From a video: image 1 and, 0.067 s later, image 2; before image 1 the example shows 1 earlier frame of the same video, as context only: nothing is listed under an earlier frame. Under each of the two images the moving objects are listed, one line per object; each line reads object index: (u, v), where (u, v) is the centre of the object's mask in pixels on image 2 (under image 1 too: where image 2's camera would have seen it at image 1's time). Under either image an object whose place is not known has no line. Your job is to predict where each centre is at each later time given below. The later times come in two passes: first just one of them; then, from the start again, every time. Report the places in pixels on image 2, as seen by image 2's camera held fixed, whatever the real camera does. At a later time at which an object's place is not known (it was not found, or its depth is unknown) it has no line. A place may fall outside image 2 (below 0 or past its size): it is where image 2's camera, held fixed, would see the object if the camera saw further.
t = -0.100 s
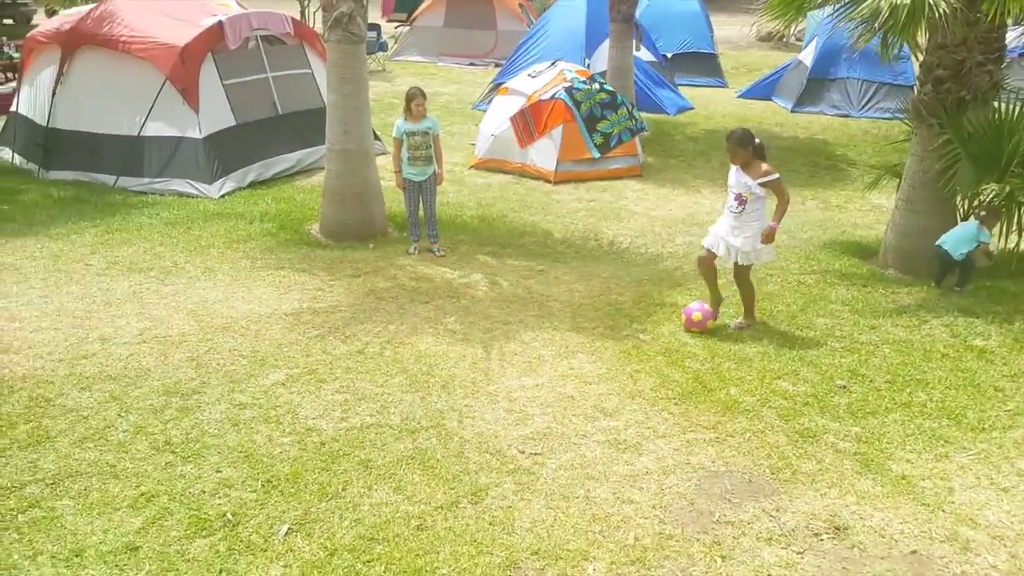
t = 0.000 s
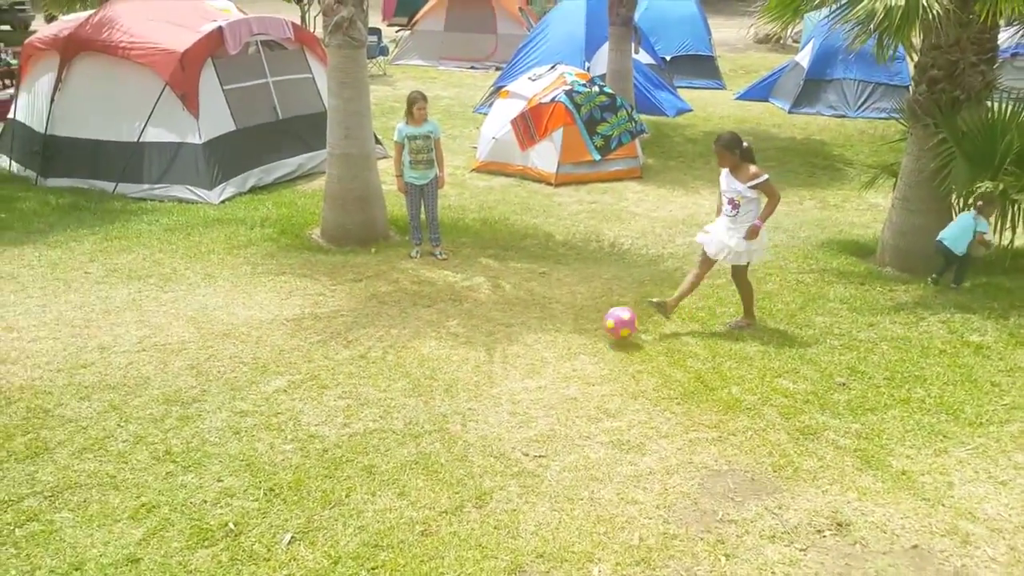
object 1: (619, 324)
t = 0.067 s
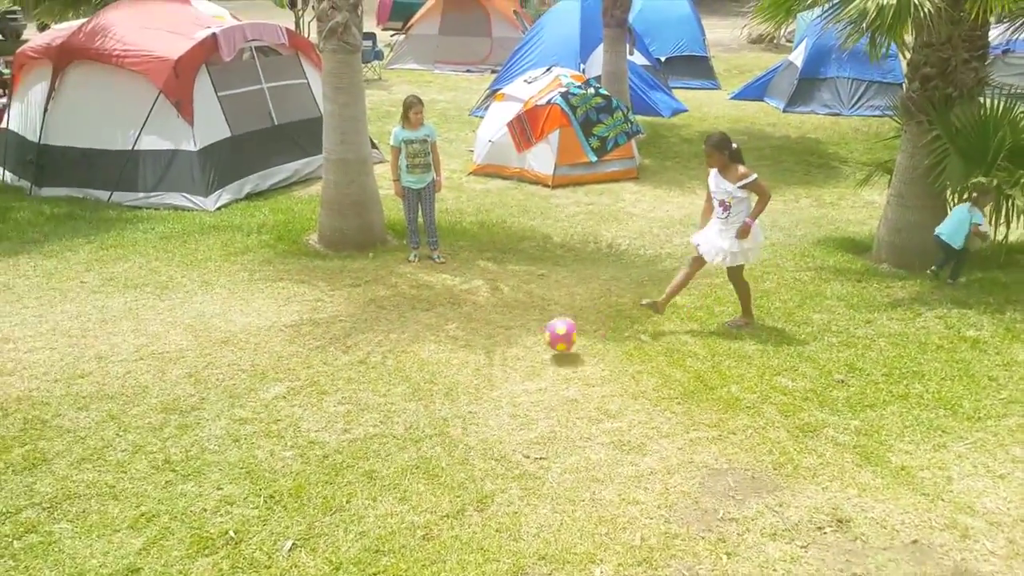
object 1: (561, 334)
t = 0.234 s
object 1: (432, 356)
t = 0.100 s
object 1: (531, 342)
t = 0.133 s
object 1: (500, 353)
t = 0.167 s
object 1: (474, 359)
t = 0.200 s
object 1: (453, 356)
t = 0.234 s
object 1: (432, 356)
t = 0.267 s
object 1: (411, 357)
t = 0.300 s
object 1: (387, 360)
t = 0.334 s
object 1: (364, 365)
